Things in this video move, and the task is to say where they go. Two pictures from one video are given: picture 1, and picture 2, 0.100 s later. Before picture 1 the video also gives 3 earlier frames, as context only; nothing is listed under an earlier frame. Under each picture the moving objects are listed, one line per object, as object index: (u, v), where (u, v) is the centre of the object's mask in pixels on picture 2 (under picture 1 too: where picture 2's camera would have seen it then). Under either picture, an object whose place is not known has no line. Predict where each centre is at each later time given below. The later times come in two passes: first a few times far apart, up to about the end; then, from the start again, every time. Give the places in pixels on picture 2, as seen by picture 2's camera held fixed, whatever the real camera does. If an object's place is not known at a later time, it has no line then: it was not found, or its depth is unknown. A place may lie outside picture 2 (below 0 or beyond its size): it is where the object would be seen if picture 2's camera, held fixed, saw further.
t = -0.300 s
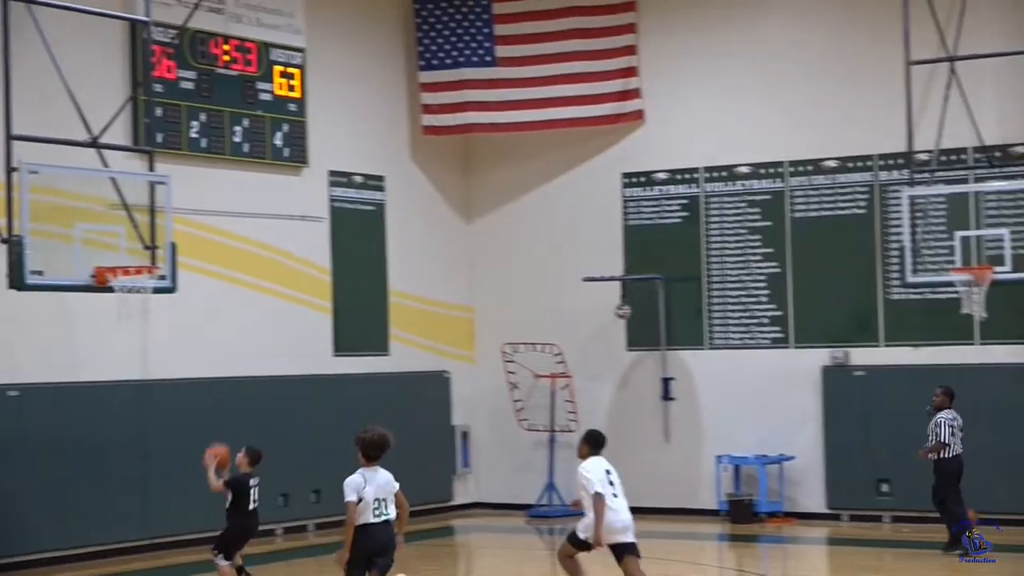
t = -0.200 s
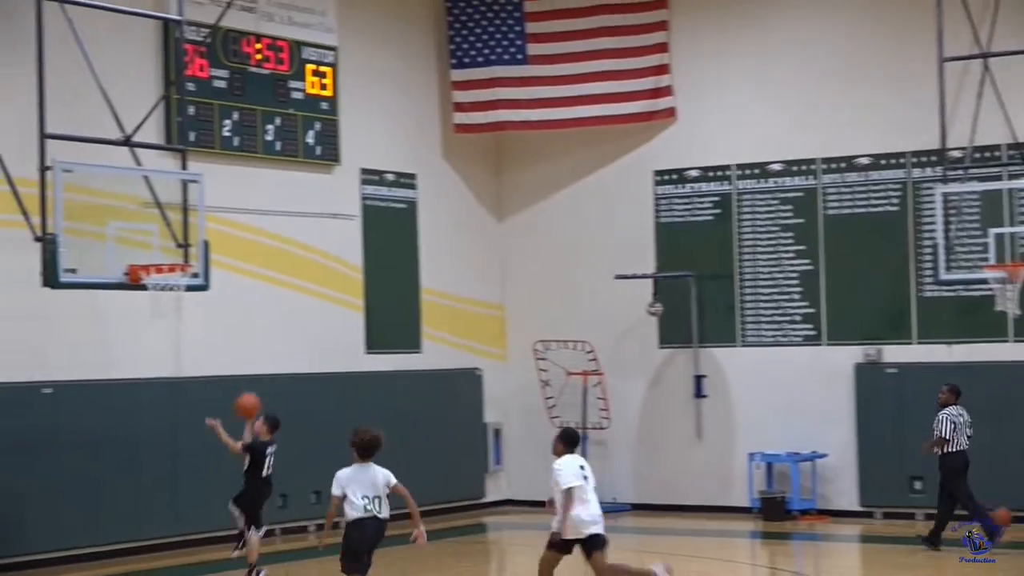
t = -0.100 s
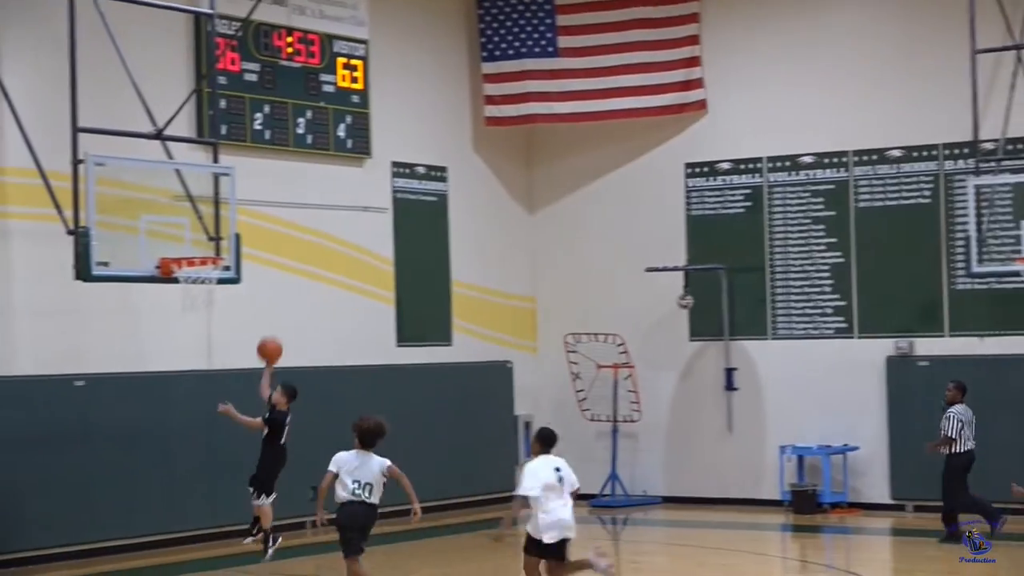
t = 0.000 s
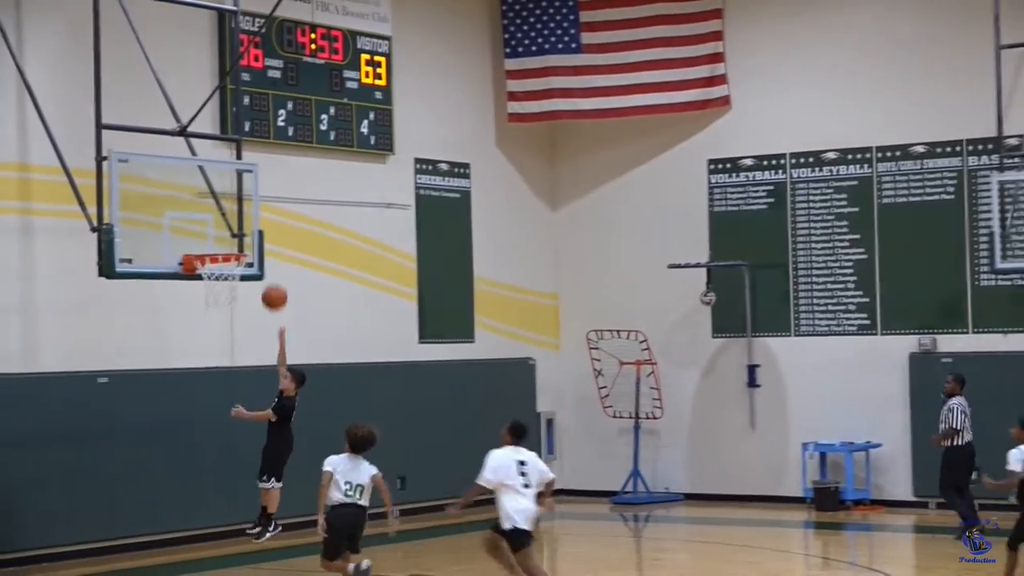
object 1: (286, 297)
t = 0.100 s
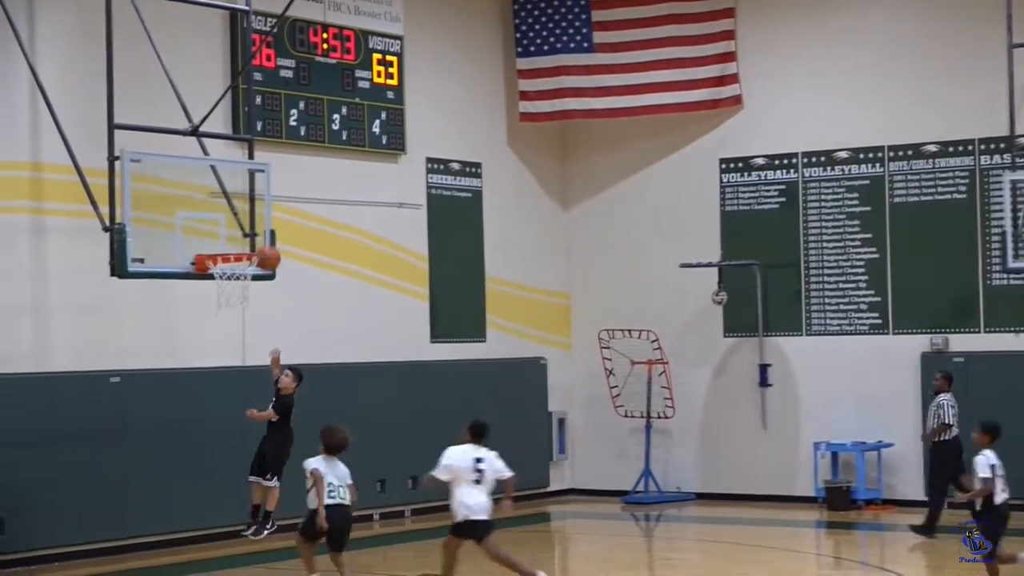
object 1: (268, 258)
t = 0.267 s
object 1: (237, 217)
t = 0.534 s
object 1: (246, 227)
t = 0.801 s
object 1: (227, 240)
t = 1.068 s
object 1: (241, 254)
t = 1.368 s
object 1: (224, 312)
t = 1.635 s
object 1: (214, 434)
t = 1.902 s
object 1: (201, 560)
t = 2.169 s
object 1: (189, 446)
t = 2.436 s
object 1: (179, 409)
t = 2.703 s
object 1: (168, 451)
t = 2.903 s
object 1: (160, 538)
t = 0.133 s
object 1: (262, 247)
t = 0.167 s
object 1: (255, 238)
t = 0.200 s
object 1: (249, 230)
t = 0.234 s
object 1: (243, 223)
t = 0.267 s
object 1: (237, 217)
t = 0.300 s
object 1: (236, 214)
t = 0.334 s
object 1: (237, 212)
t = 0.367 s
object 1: (238, 212)
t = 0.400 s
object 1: (240, 213)
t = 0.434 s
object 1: (241, 214)
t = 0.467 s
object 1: (243, 217)
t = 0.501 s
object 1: (245, 223)
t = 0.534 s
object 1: (246, 227)
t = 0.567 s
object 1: (248, 234)
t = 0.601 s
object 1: (249, 241)
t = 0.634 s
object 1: (248, 242)
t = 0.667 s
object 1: (244, 240)
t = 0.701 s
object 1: (240, 238)
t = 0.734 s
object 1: (235, 238)
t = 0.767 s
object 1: (232, 239)
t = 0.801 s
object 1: (227, 240)
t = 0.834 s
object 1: (224, 242)
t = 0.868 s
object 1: (220, 245)
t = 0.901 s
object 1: (222, 244)
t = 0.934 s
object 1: (226, 244)
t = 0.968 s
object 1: (229, 244)
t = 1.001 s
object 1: (233, 244)
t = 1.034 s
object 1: (236, 246)
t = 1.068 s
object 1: (241, 254)
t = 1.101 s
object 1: (239, 257)
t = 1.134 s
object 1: (235, 250)
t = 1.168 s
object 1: (234, 267)
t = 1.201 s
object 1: (233, 271)
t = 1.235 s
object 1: (231, 279)
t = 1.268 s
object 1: (228, 287)
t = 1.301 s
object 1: (227, 295)
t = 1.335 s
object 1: (226, 303)
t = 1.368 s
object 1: (224, 312)
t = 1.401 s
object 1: (223, 323)
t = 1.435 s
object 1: (221, 334)
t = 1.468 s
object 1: (220, 348)
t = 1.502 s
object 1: (219, 363)
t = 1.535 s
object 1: (218, 380)
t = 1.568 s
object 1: (217, 396)
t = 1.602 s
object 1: (215, 415)
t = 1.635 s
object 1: (214, 434)
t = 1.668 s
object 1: (212, 455)
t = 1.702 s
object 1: (211, 478)
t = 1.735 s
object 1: (210, 501)
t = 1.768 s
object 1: (207, 526)
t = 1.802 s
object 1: (205, 553)
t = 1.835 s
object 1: (203, 579)
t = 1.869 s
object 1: (202, 580)
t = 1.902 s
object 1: (201, 560)
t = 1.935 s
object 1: (199, 541)
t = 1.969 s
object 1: (198, 525)
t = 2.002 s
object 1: (197, 509)
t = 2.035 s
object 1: (196, 493)
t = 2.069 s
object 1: (194, 479)
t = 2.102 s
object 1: (193, 467)
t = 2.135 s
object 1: (191, 456)
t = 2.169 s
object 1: (189, 446)
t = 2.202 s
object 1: (188, 437)
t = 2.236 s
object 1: (187, 429)
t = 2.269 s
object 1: (186, 423)
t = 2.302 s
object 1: (184, 417)
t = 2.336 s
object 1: (183, 414)
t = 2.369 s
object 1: (181, 411)
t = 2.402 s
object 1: (180, 410)
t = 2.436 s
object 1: (179, 409)
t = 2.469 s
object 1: (178, 410)
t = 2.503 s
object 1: (176, 411)
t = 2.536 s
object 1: (175, 415)
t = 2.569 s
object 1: (173, 420)
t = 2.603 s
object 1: (172, 425)
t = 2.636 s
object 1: (171, 433)
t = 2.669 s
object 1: (170, 441)
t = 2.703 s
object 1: (168, 451)
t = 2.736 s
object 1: (167, 462)
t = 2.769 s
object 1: (166, 476)
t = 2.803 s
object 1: (165, 489)
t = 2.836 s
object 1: (163, 505)
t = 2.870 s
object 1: (162, 521)
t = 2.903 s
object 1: (160, 538)
